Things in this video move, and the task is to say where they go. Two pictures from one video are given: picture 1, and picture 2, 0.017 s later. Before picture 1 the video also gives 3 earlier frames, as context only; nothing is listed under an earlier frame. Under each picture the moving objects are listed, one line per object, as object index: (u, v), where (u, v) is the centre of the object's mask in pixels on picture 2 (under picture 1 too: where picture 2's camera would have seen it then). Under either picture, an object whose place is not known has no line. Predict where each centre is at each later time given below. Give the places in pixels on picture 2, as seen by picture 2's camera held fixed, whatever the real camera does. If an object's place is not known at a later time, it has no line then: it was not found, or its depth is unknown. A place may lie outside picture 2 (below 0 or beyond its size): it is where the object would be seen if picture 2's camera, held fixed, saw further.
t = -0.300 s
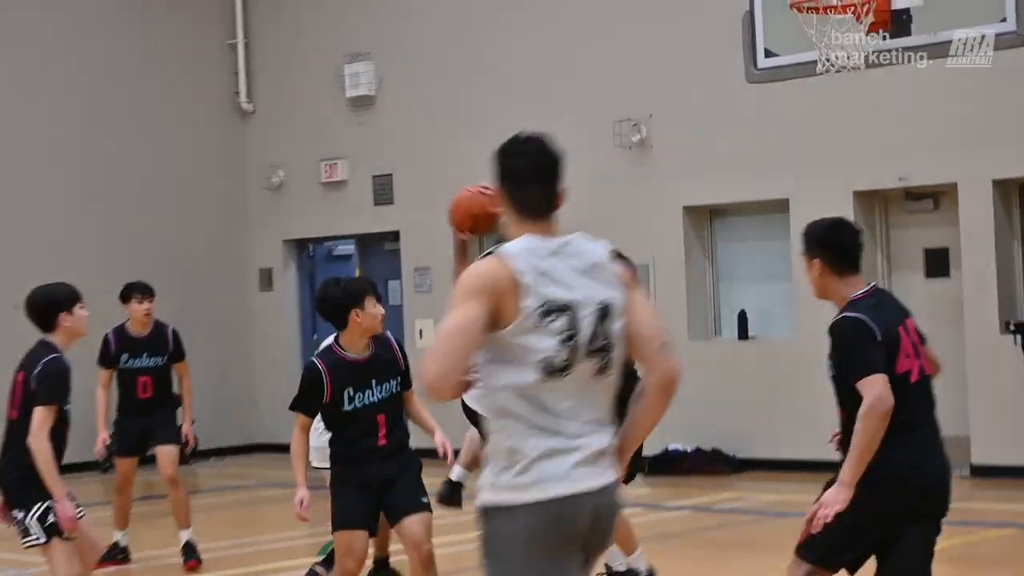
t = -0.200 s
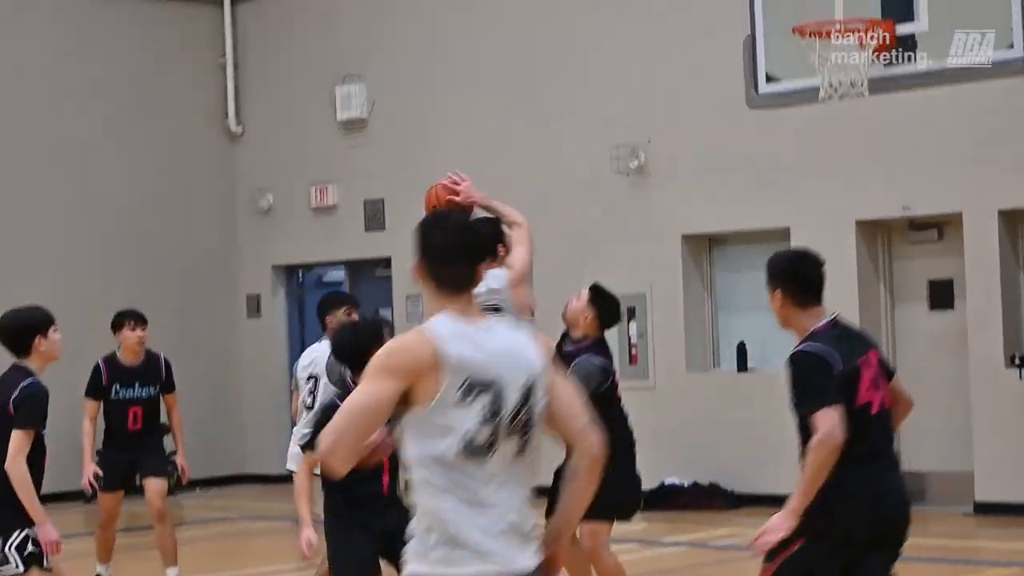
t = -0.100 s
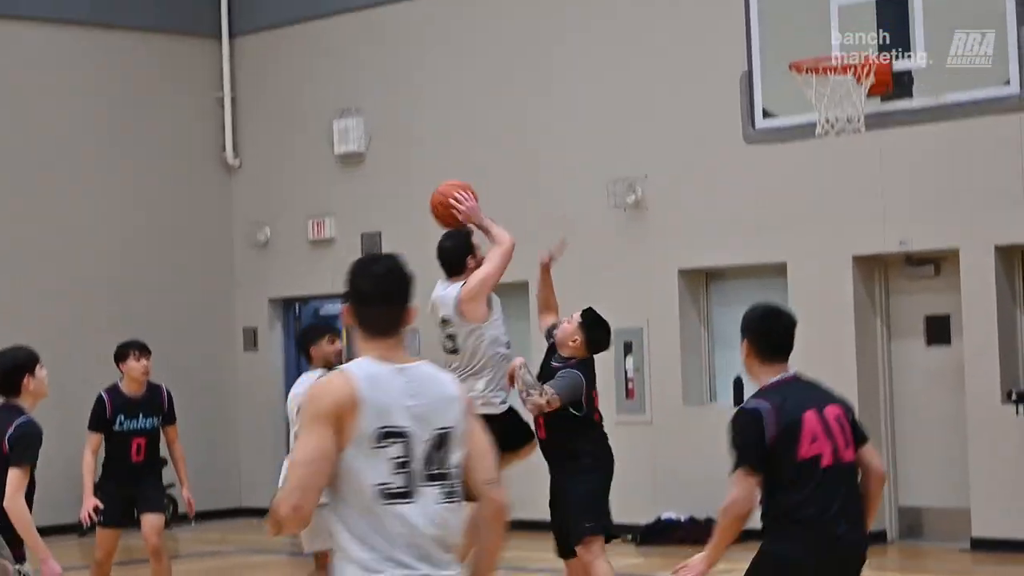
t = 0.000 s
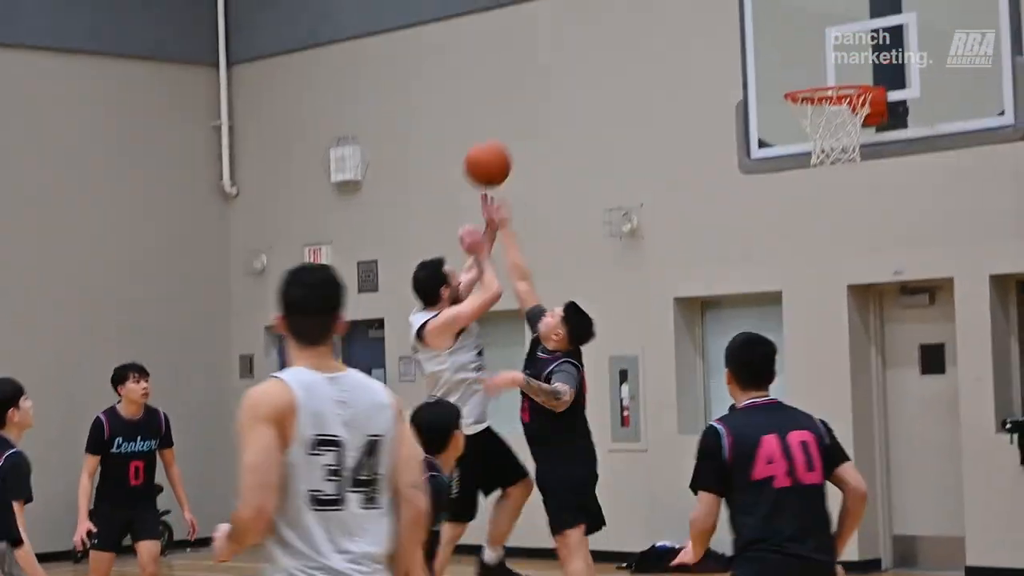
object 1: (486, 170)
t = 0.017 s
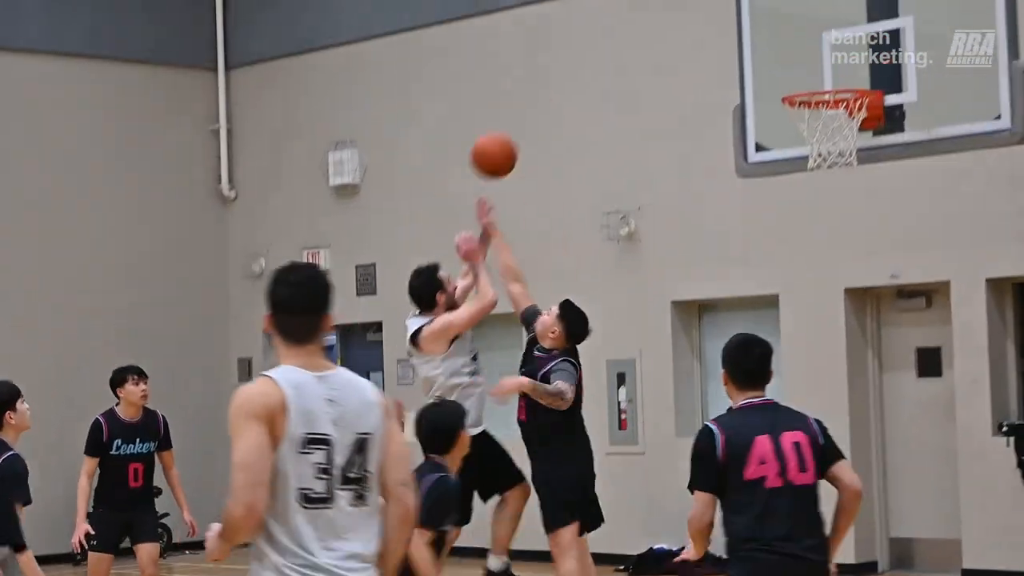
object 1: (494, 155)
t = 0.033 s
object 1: (503, 142)
